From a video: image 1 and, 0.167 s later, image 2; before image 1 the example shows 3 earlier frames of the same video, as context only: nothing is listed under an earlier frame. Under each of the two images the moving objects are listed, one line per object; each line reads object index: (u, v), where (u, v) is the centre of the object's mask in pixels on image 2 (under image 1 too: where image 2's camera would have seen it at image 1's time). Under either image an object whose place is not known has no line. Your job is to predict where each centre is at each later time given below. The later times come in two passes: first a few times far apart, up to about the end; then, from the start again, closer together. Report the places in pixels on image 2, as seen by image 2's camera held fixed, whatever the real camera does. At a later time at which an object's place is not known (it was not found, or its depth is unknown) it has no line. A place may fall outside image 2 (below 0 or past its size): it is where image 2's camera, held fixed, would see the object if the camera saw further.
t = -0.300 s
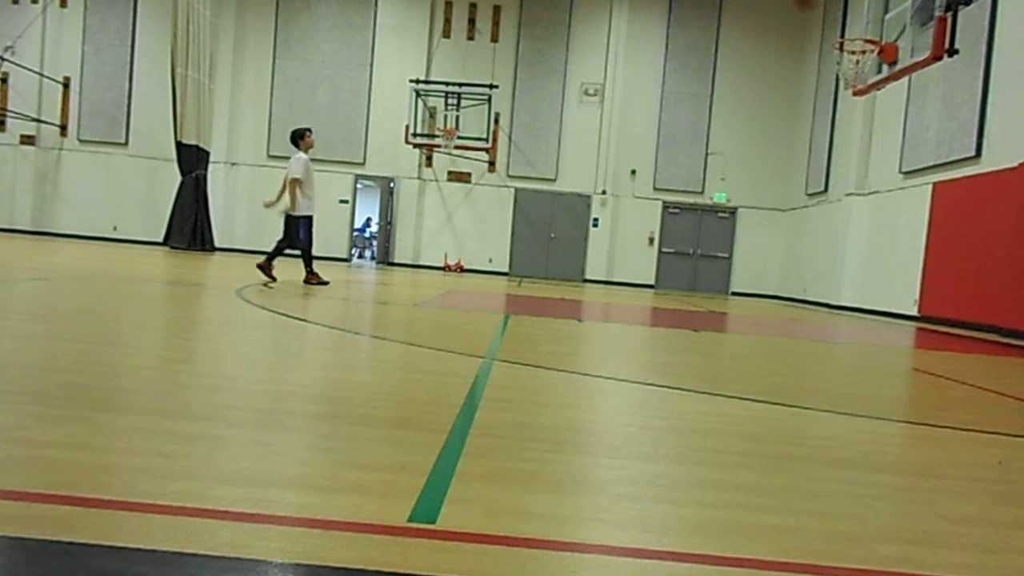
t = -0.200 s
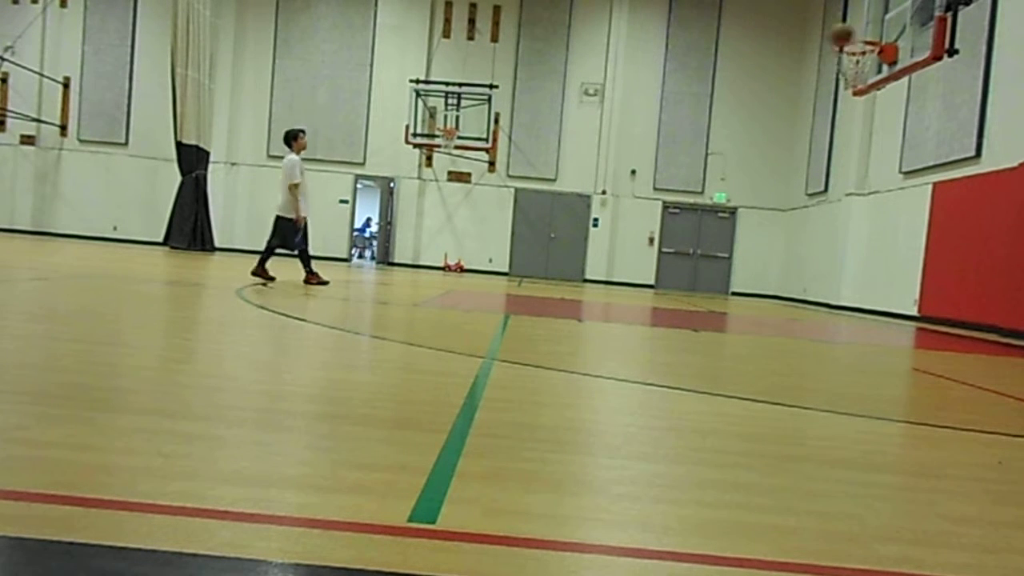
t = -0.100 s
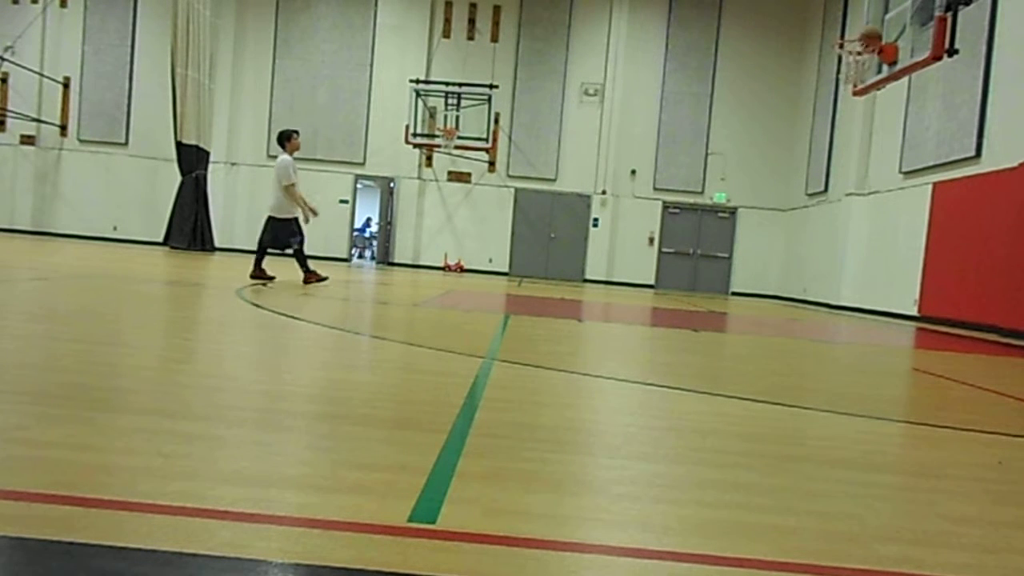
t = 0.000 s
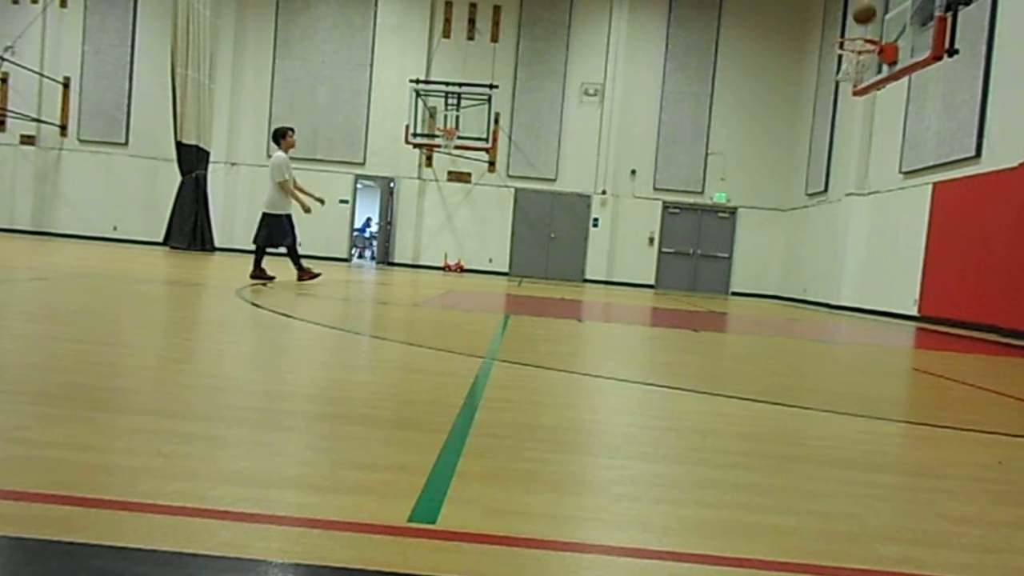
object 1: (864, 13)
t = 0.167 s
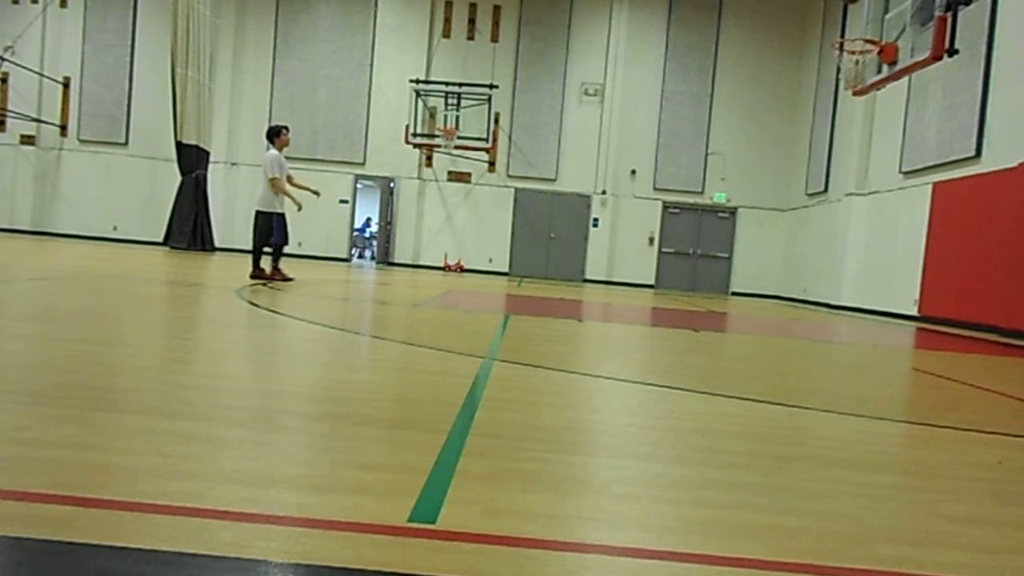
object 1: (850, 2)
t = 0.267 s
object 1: (841, 1)
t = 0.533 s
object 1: (813, 36)
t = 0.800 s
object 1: (778, 143)
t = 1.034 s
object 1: (744, 285)
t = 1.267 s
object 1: (751, 214)
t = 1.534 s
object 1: (762, 140)
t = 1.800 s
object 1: (768, 129)
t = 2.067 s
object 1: (766, 183)
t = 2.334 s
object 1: (759, 298)
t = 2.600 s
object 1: (767, 234)
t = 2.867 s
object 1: (772, 206)
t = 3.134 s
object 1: (770, 240)
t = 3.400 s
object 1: (766, 296)
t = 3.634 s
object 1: (771, 253)
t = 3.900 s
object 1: (770, 262)
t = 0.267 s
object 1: (841, 1)
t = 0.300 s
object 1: (838, 2)
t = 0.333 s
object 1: (834, 3)
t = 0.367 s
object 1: (832, 5)
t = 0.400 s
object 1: (828, 7)
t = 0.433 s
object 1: (824, 12)
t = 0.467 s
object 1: (820, 18)
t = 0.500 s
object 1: (817, 26)
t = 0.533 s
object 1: (813, 36)
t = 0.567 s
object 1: (809, 47)
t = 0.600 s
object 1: (805, 57)
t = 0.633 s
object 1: (801, 69)
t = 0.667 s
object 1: (796, 82)
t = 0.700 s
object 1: (792, 95)
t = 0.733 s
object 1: (787, 111)
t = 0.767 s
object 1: (782, 125)
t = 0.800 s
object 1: (778, 143)
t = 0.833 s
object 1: (773, 161)
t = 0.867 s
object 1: (768, 179)
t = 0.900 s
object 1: (763, 199)
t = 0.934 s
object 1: (758, 219)
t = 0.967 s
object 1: (754, 240)
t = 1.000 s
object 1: (749, 263)
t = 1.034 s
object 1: (744, 285)
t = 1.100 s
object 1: (740, 295)
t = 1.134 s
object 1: (743, 276)
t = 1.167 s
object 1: (745, 259)
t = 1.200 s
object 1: (747, 243)
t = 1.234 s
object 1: (749, 228)
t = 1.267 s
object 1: (751, 214)
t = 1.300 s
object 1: (753, 201)
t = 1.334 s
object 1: (754, 189)
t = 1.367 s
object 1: (756, 178)
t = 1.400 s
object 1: (757, 169)
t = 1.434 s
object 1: (759, 160)
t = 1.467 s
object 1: (760, 152)
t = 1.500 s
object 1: (761, 145)
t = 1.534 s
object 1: (762, 140)
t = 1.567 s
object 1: (763, 135)
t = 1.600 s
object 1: (764, 131)
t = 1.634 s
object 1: (765, 128)
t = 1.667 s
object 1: (766, 126)
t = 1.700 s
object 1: (766, 126)
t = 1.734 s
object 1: (767, 126)
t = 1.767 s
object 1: (767, 127)
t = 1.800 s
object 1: (768, 129)
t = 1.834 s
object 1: (768, 133)
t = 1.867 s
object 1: (768, 137)
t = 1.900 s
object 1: (768, 142)
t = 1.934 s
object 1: (768, 148)
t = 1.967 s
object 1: (768, 155)
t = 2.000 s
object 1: (767, 163)
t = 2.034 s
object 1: (767, 172)
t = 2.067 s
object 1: (766, 183)
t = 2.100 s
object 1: (766, 193)
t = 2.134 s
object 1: (765, 205)
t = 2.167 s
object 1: (764, 218)
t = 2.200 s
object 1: (763, 232)
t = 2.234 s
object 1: (762, 247)
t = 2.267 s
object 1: (761, 263)
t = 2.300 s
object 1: (760, 279)
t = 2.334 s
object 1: (759, 298)
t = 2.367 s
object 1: (758, 310)
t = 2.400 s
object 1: (760, 297)
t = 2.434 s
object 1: (761, 283)
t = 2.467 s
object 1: (763, 271)
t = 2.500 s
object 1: (764, 261)
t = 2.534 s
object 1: (765, 251)
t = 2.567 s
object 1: (766, 242)
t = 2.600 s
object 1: (767, 234)
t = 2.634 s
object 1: (768, 227)
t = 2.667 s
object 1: (769, 221)
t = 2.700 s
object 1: (770, 216)
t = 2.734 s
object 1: (770, 212)
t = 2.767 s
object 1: (771, 209)
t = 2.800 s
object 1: (771, 207)
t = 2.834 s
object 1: (772, 206)
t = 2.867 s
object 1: (772, 206)
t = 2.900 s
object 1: (772, 207)
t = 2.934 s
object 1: (772, 208)
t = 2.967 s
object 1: (772, 211)
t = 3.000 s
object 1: (772, 215)
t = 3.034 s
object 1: (772, 220)
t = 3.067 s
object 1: (771, 226)
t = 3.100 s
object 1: (771, 233)
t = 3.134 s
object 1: (770, 240)
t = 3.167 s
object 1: (770, 249)
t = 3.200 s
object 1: (769, 259)
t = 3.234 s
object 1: (768, 270)
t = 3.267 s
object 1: (768, 281)
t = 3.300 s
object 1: (766, 294)
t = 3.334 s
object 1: (765, 308)
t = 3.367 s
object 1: (765, 308)
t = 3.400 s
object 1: (766, 296)
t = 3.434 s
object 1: (767, 288)
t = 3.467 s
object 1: (768, 279)
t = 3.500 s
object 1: (769, 272)
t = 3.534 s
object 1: (770, 266)
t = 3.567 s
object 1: (770, 261)
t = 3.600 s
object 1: (771, 256)
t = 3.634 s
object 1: (771, 253)
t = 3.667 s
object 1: (771, 251)
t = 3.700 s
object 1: (771, 249)
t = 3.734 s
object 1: (771, 249)
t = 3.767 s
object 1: (771, 250)
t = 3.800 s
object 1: (771, 252)
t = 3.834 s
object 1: (771, 254)
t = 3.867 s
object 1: (771, 258)
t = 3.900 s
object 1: (770, 262)
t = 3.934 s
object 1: (770, 268)
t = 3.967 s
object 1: (769, 274)
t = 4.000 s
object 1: (768, 282)
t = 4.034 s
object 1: (767, 290)
